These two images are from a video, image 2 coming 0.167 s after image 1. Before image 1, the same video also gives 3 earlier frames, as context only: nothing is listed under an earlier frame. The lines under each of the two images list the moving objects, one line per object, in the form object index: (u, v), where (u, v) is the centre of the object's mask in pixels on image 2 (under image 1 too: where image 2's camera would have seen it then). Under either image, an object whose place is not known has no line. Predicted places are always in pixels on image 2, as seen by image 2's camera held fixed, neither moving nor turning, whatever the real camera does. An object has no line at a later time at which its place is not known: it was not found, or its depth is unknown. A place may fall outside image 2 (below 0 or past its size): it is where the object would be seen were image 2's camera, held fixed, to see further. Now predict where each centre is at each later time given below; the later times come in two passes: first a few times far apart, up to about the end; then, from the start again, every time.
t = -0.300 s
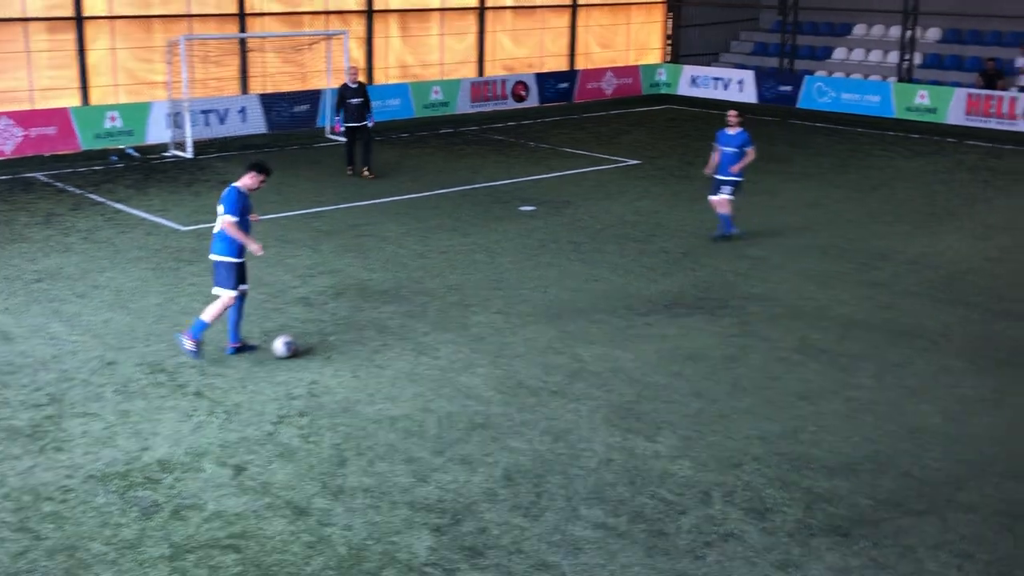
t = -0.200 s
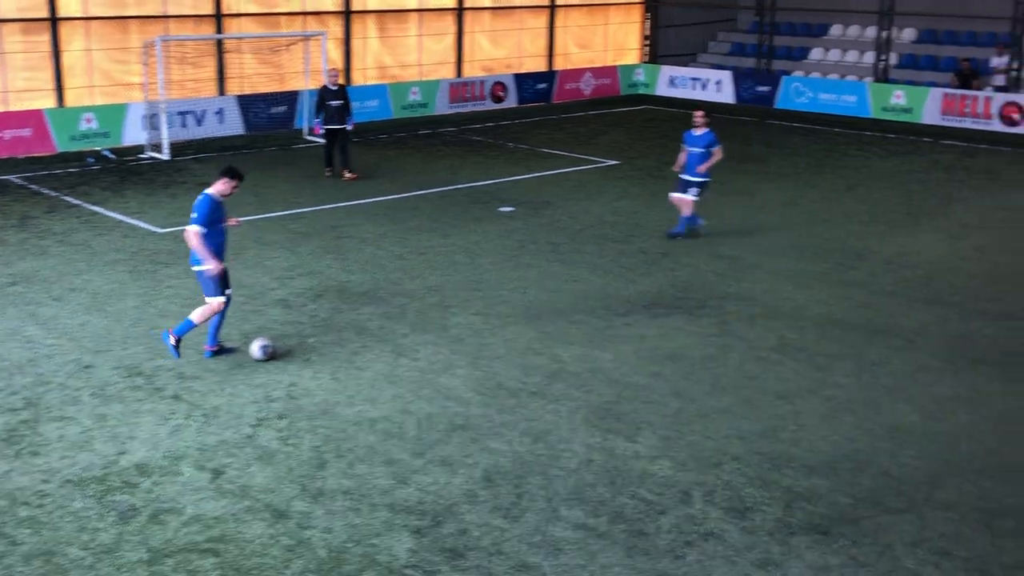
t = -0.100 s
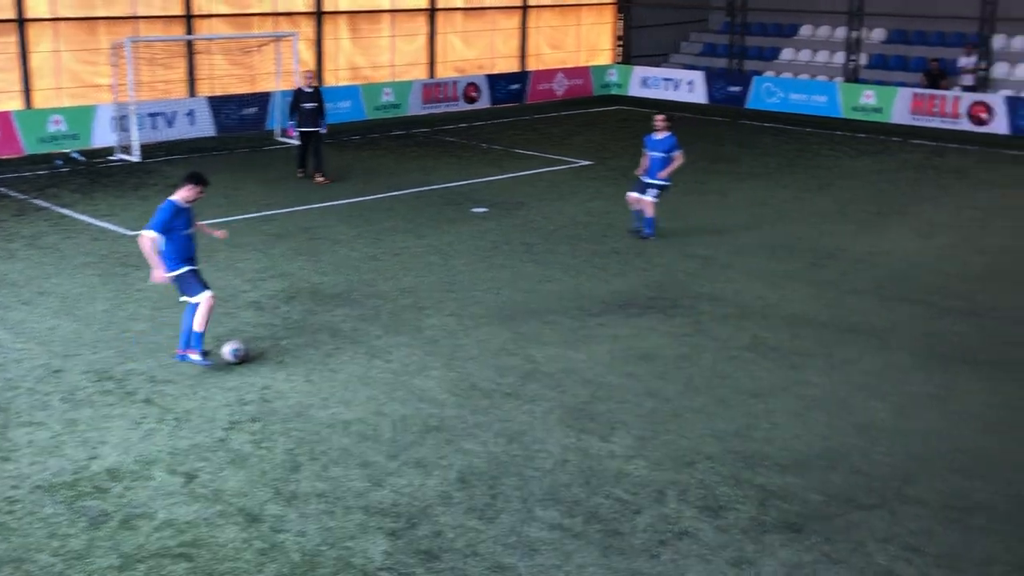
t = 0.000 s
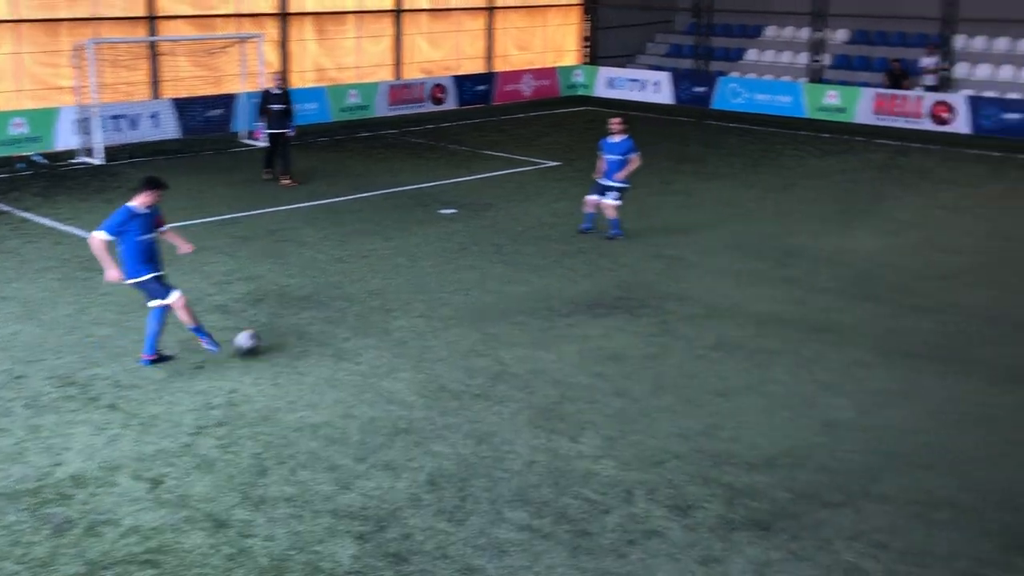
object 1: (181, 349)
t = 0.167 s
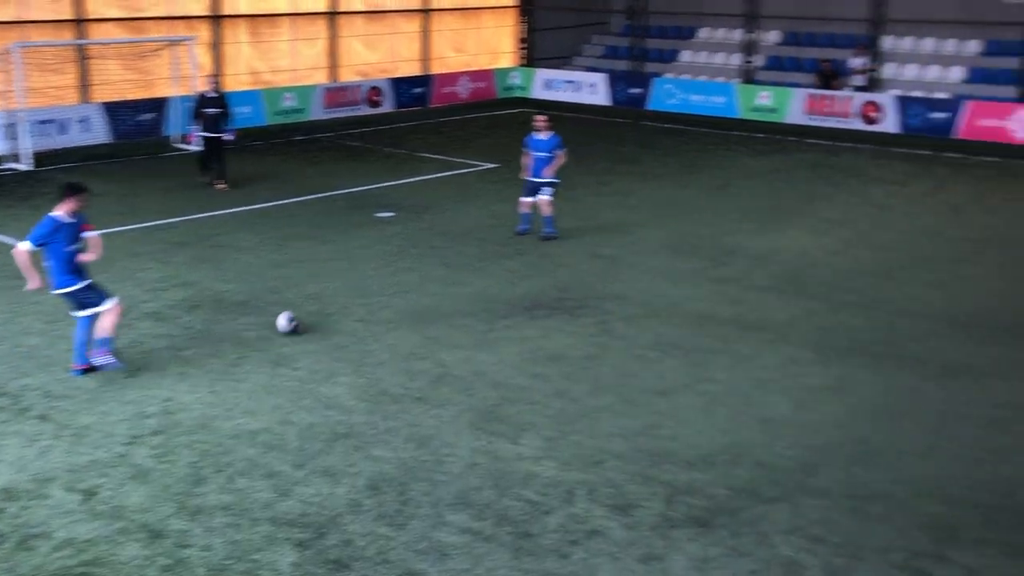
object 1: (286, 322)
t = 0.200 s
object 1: (305, 318)
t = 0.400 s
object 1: (389, 296)
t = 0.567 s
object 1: (447, 280)
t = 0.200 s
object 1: (305, 318)
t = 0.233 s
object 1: (321, 315)
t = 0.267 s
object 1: (336, 310)
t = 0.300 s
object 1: (350, 306)
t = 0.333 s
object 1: (364, 303)
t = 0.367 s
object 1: (377, 300)
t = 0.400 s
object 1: (389, 296)
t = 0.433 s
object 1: (401, 293)
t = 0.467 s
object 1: (414, 290)
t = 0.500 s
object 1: (425, 287)
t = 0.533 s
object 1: (436, 283)
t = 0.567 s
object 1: (447, 280)
